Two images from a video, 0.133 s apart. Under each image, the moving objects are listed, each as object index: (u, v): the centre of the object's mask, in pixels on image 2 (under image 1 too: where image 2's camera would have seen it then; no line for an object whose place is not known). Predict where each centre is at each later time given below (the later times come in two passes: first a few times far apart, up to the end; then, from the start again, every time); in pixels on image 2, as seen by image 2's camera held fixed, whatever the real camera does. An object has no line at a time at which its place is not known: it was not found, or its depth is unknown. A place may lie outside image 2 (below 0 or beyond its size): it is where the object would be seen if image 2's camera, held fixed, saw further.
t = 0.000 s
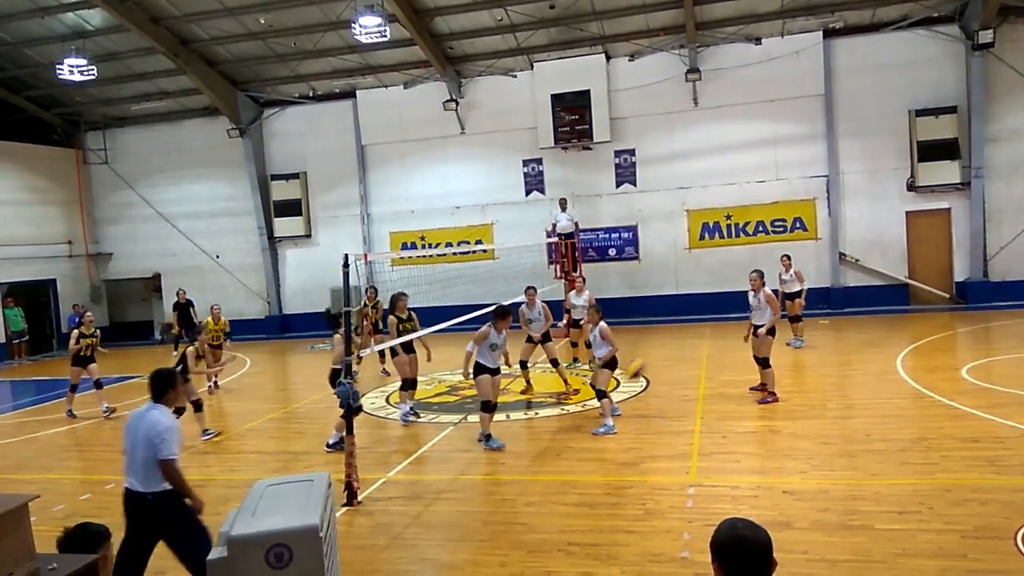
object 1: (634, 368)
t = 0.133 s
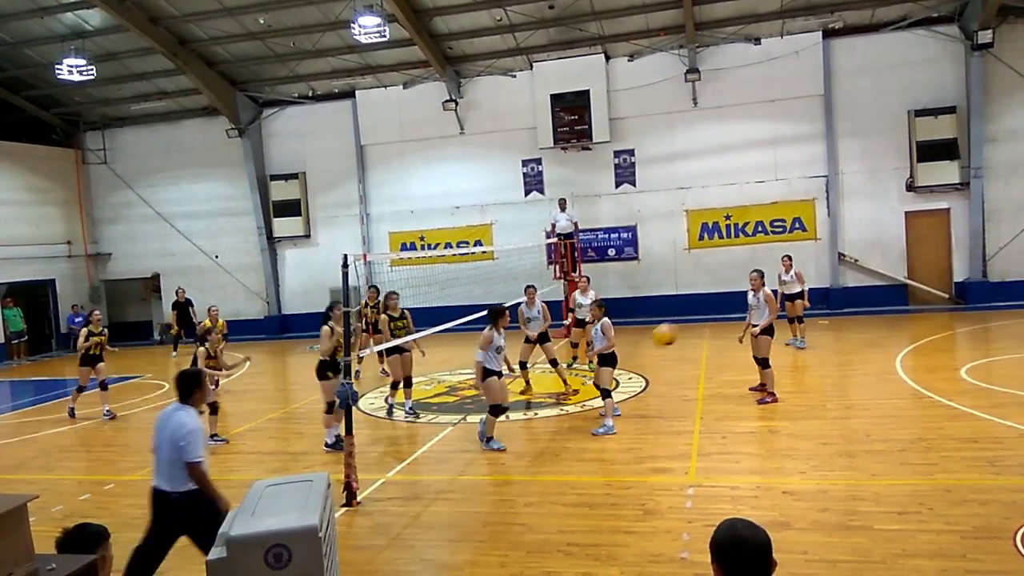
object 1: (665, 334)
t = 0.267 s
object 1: (700, 316)
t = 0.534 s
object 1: (782, 339)
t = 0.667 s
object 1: (832, 384)
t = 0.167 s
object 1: (674, 327)
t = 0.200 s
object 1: (682, 323)
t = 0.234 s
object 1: (691, 318)
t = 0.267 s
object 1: (700, 316)
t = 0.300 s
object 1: (710, 315)
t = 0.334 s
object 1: (719, 314)
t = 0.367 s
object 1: (729, 315)
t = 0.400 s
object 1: (738, 318)
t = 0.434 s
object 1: (751, 322)
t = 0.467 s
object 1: (759, 325)
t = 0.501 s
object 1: (772, 332)
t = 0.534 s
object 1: (782, 339)
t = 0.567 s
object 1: (794, 349)
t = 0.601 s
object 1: (805, 357)
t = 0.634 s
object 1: (817, 369)
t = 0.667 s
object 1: (832, 384)
